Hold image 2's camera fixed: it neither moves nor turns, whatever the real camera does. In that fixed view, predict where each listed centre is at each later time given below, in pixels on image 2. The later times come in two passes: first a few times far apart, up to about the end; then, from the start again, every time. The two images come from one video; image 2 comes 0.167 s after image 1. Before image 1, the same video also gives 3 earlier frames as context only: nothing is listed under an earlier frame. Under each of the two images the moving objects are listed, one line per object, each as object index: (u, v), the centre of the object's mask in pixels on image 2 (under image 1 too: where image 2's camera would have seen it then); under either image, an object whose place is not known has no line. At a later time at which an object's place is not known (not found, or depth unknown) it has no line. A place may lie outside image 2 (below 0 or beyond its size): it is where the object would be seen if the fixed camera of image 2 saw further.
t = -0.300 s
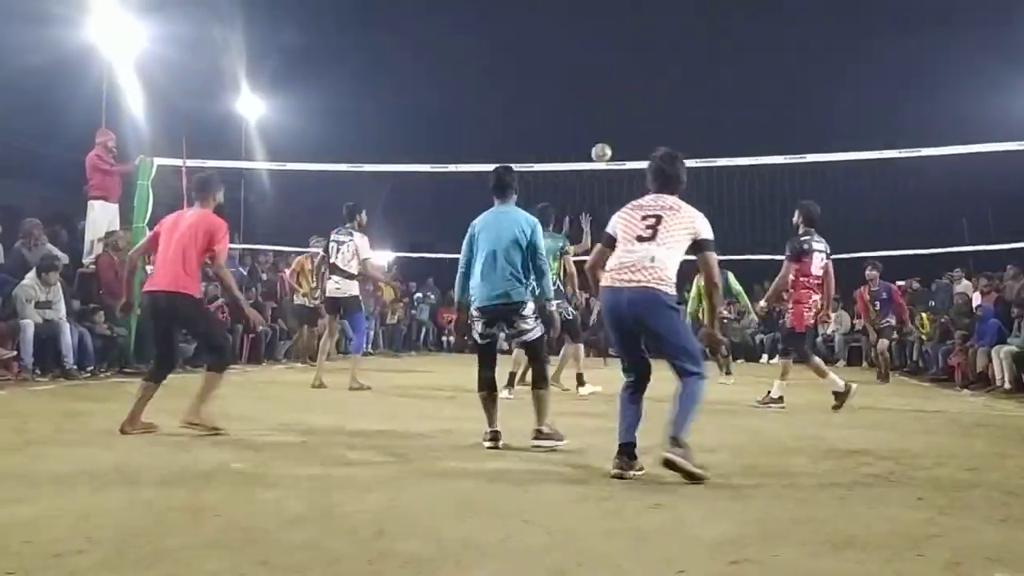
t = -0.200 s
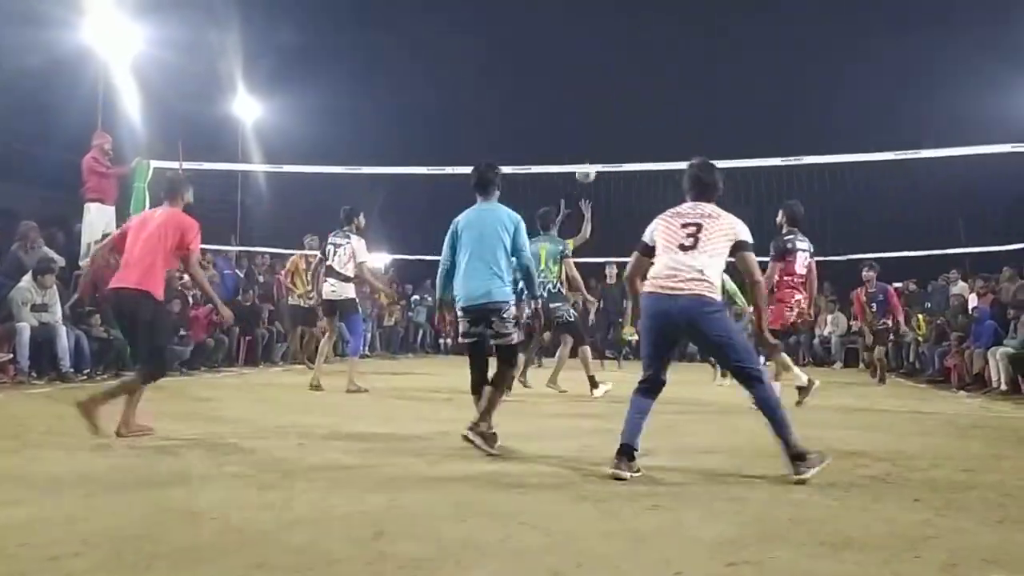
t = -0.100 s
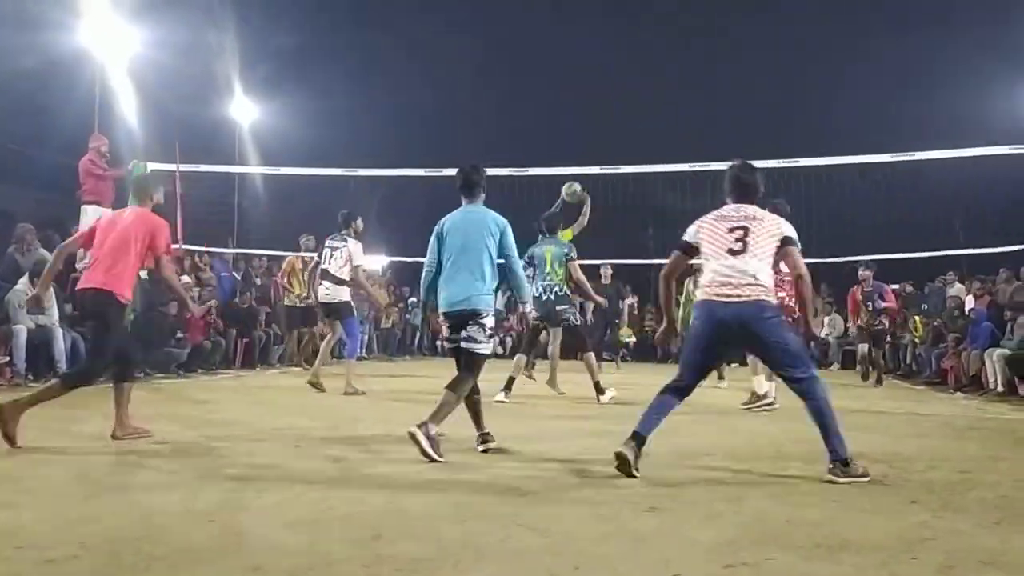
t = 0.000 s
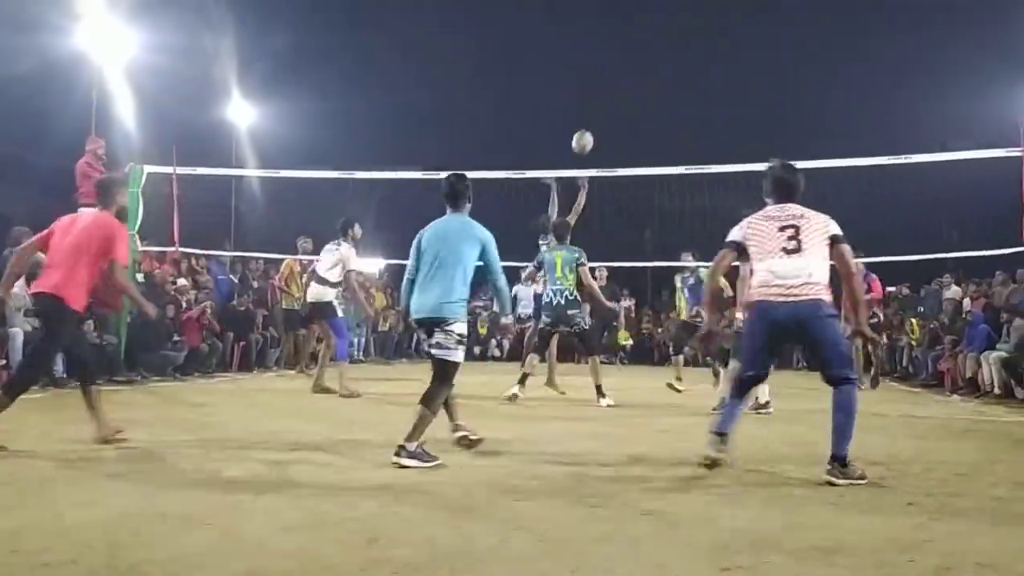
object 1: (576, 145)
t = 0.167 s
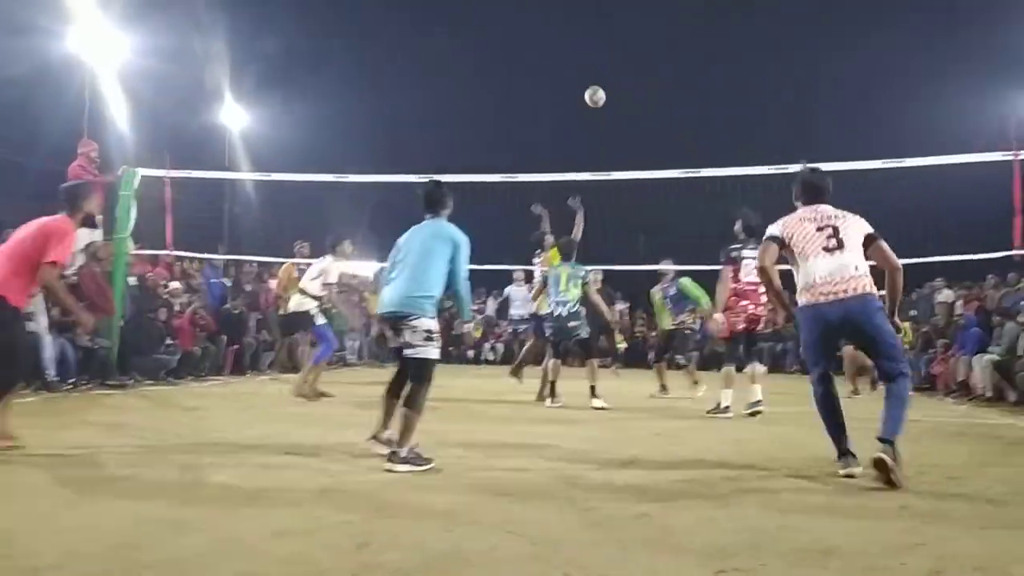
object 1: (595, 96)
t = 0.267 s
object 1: (607, 78)
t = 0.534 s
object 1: (634, 75)
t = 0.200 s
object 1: (598, 89)
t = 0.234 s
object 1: (603, 83)
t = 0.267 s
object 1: (607, 78)
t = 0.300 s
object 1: (610, 74)
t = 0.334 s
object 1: (614, 71)
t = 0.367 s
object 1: (617, 69)
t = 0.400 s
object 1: (621, 69)
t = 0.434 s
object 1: (624, 69)
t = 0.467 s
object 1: (628, 70)
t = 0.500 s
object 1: (631, 72)
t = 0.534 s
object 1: (634, 75)
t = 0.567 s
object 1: (638, 79)
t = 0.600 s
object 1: (641, 84)
